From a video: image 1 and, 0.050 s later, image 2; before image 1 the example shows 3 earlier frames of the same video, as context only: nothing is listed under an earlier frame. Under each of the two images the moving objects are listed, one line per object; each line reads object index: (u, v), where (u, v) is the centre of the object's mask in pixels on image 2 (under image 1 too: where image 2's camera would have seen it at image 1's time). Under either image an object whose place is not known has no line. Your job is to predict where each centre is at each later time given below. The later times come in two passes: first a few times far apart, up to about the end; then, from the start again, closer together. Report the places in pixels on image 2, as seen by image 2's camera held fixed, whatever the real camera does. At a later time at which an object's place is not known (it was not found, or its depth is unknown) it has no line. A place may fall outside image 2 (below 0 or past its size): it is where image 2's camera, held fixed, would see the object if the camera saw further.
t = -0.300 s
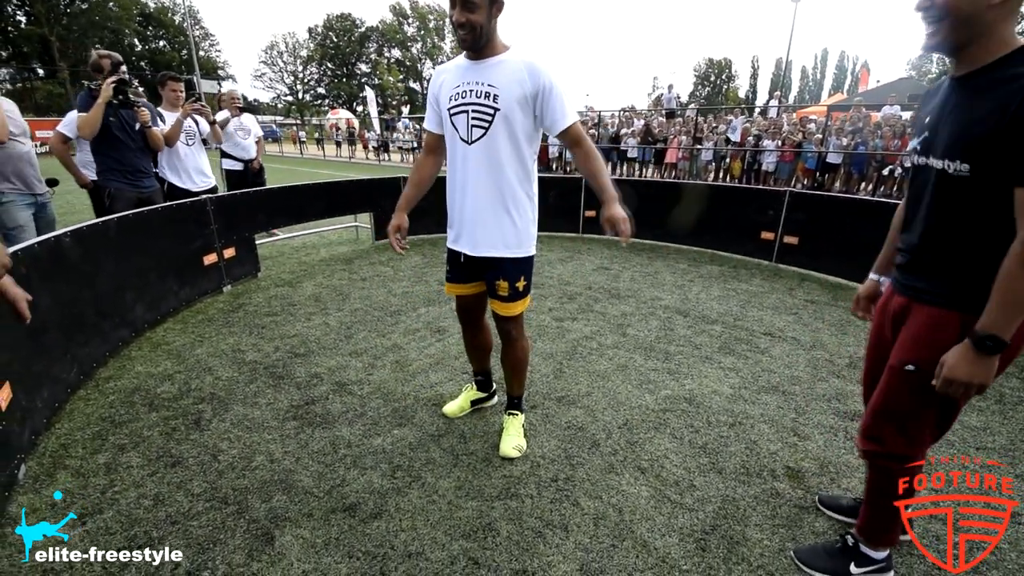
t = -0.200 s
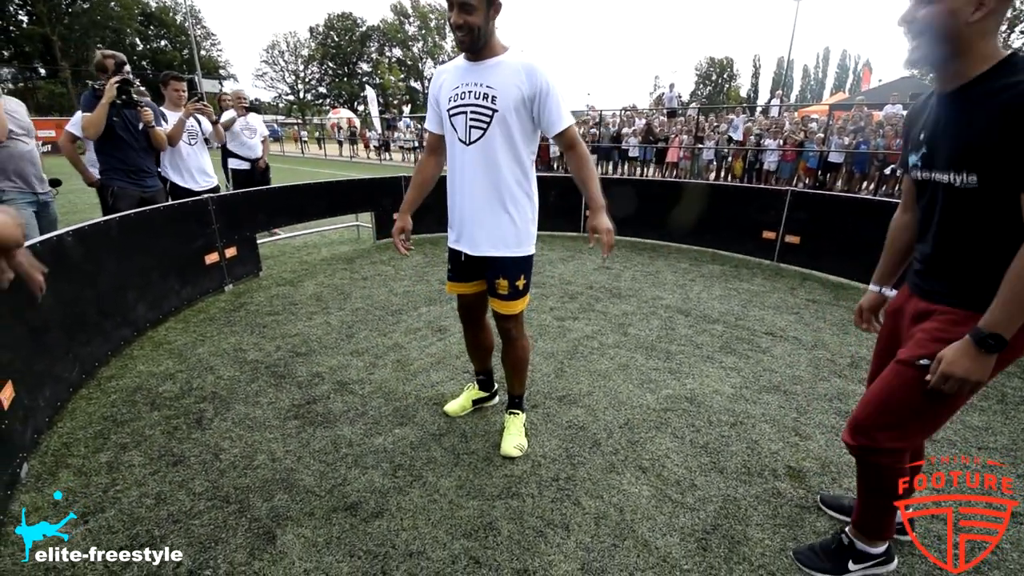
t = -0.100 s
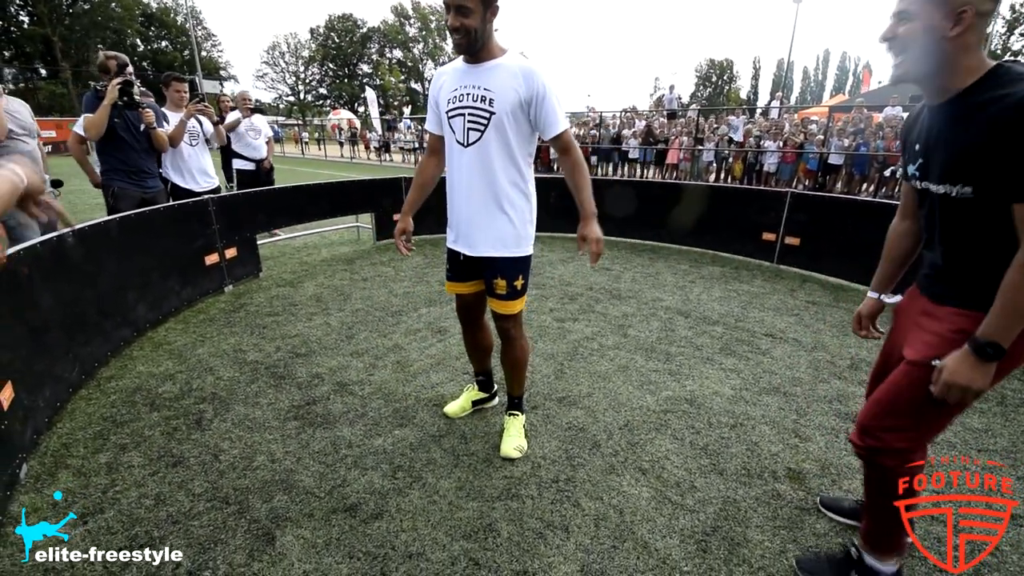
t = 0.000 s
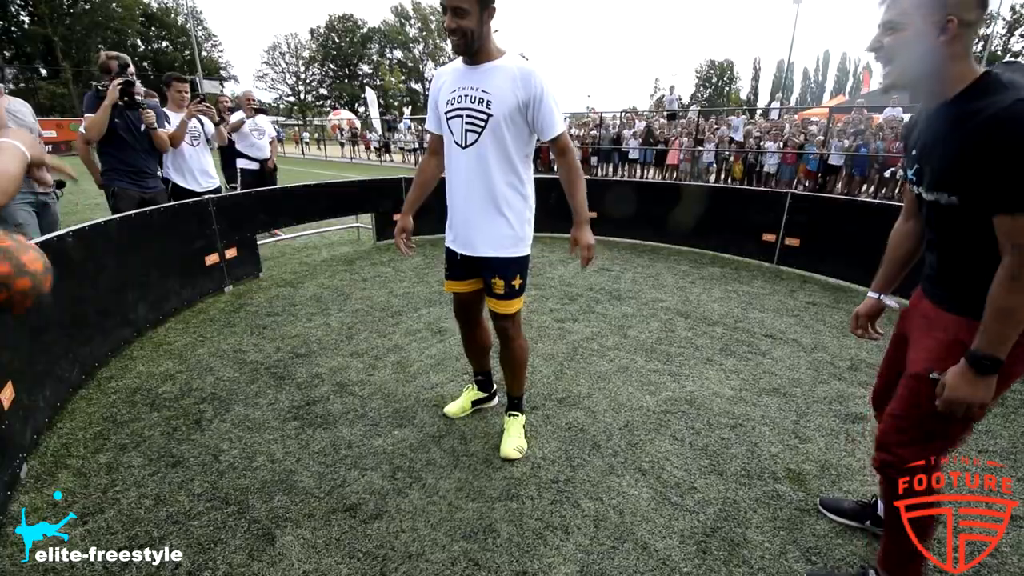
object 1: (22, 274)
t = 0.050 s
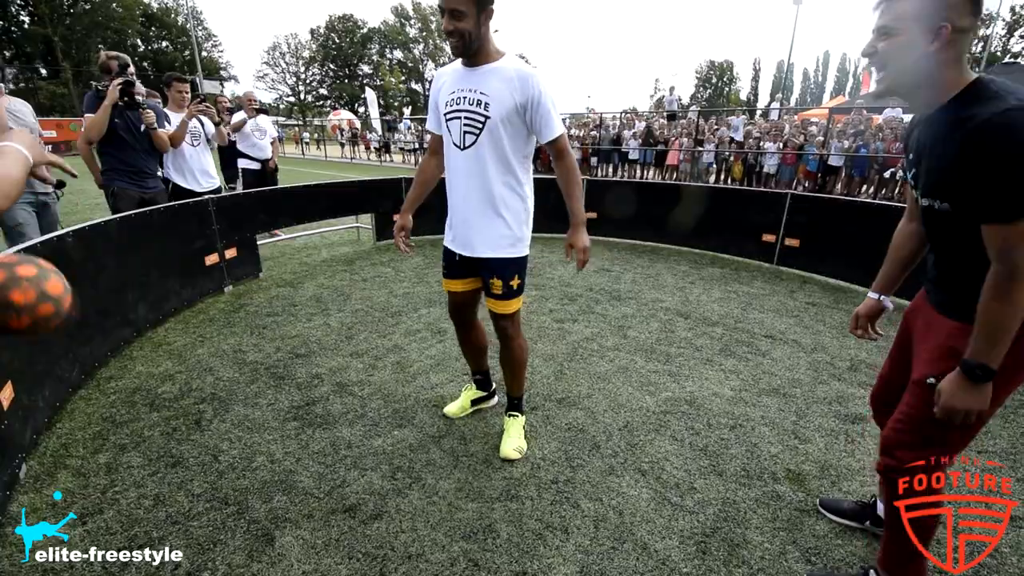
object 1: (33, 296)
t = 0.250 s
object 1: (122, 436)
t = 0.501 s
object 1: (130, 376)
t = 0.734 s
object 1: (149, 372)
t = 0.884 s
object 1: (180, 435)
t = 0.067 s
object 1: (36, 307)
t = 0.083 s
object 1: (40, 313)
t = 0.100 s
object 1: (46, 324)
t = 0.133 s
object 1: (63, 348)
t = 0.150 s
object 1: (70, 360)
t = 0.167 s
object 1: (80, 374)
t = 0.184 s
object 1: (86, 382)
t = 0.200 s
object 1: (96, 398)
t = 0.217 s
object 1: (106, 410)
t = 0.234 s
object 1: (115, 426)
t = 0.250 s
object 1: (122, 436)
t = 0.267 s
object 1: (130, 451)
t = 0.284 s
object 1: (140, 469)
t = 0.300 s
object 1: (141, 469)
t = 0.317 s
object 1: (143, 465)
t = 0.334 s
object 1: (142, 460)
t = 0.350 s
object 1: (139, 446)
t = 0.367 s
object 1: (137, 435)
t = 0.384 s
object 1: (136, 424)
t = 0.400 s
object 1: (135, 415)
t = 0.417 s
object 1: (134, 408)
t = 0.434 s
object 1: (133, 400)
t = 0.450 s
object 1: (132, 395)
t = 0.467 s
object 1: (131, 387)
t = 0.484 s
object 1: (131, 381)
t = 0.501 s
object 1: (130, 376)
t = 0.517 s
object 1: (130, 371)
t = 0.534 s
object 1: (130, 368)
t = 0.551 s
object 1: (131, 365)
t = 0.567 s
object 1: (132, 363)
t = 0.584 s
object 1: (133, 360)
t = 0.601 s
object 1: (134, 359)
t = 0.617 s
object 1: (135, 359)
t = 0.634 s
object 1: (136, 359)
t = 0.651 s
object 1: (138, 360)
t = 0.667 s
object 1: (140, 361)
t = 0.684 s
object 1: (142, 363)
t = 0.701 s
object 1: (145, 367)
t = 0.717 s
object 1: (147, 369)
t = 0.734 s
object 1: (149, 372)
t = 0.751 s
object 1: (152, 377)
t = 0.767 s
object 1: (155, 382)
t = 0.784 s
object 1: (158, 389)
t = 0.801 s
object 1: (163, 396)
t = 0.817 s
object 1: (166, 402)
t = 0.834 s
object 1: (168, 407)
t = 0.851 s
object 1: (172, 415)
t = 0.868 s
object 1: (176, 425)
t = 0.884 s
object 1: (180, 435)
